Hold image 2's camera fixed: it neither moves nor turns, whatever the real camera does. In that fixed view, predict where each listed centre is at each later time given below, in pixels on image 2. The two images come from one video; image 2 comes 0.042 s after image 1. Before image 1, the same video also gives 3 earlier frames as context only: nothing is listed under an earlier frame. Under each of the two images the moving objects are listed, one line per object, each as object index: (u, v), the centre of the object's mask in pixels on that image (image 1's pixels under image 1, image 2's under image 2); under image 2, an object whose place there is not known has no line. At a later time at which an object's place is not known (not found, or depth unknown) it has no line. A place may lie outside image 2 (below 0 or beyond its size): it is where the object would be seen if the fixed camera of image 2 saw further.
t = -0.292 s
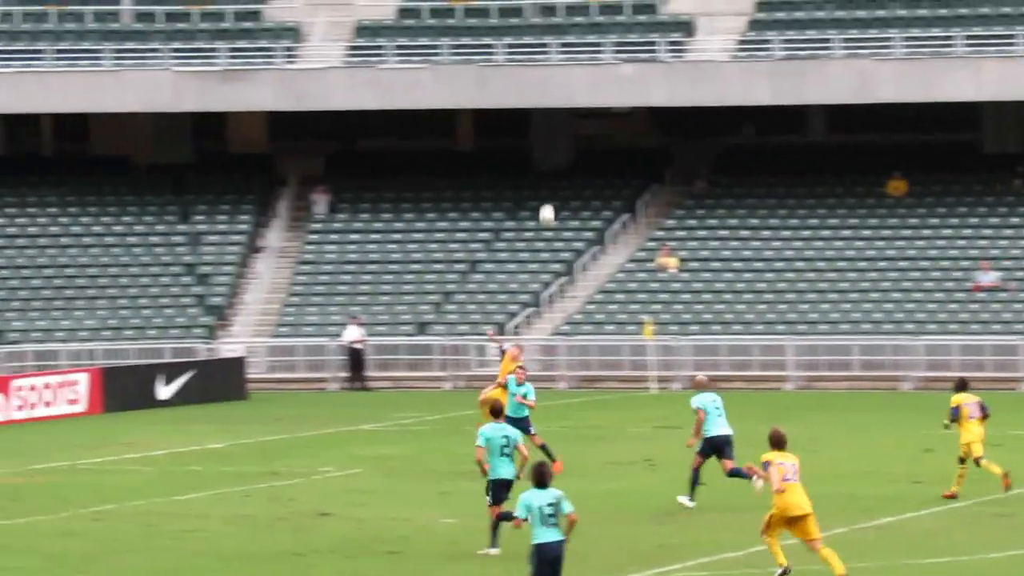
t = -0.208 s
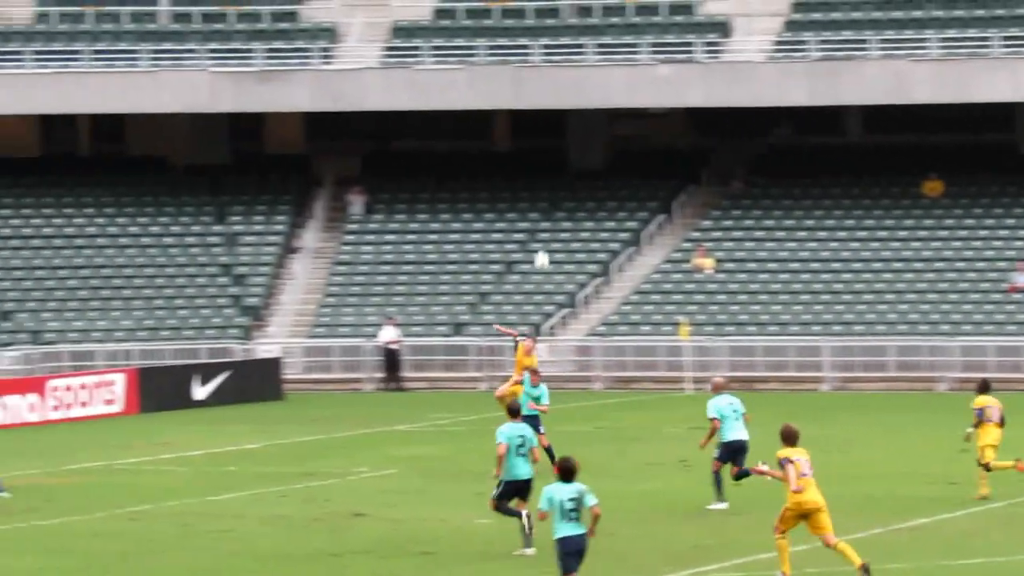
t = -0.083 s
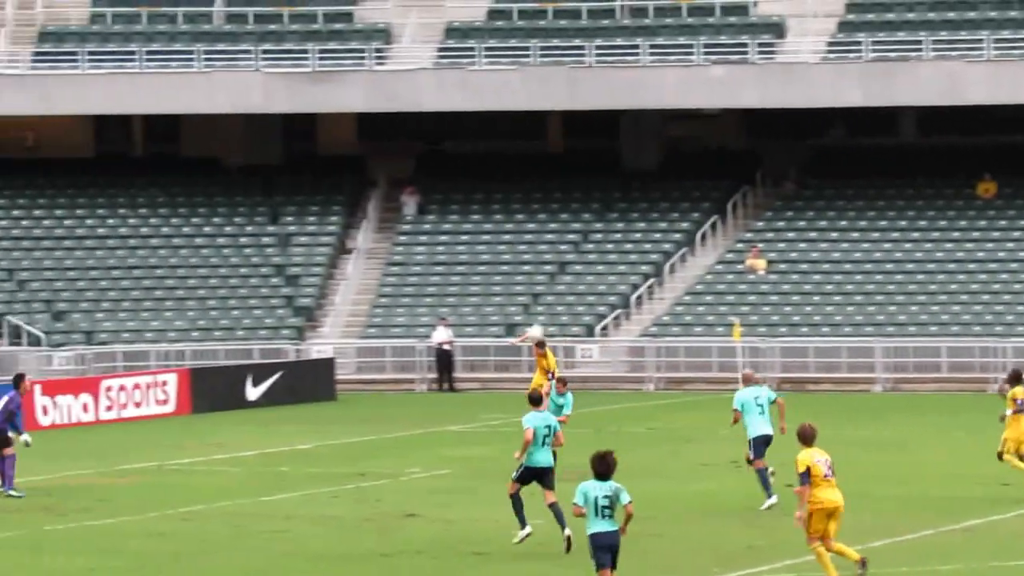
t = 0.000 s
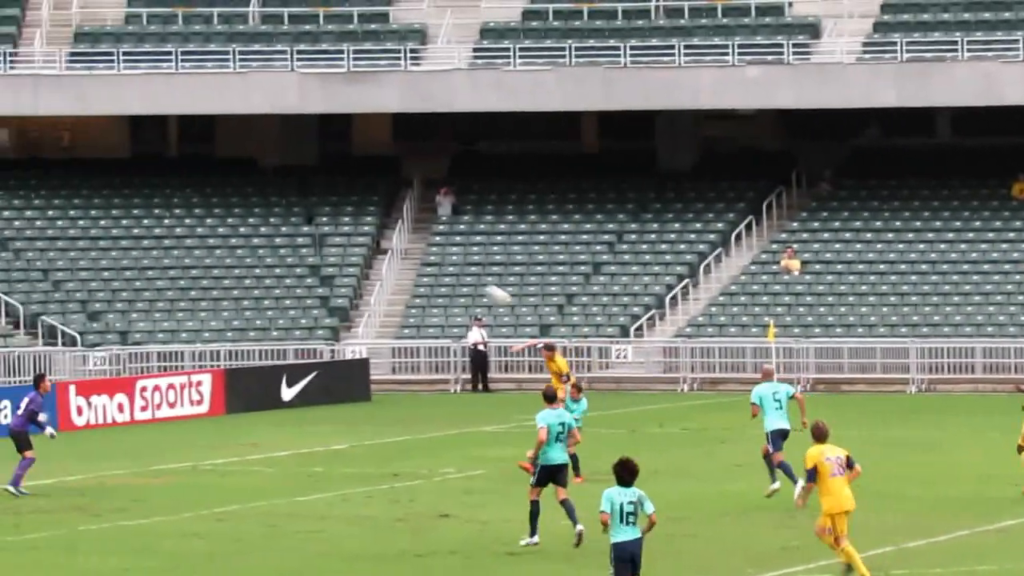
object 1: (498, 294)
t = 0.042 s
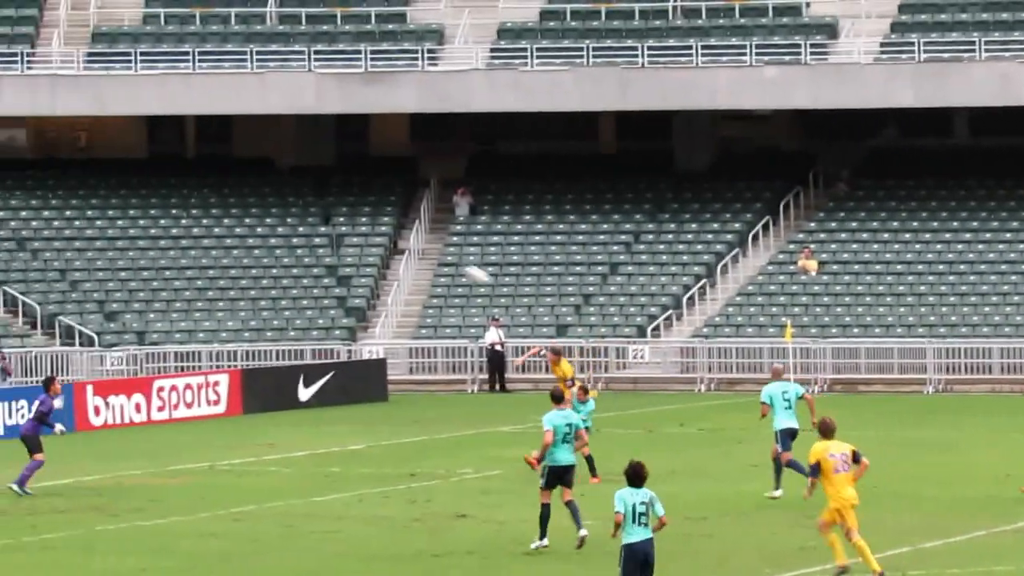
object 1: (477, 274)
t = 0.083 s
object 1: (441, 255)
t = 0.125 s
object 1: (402, 238)
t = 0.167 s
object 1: (366, 221)
